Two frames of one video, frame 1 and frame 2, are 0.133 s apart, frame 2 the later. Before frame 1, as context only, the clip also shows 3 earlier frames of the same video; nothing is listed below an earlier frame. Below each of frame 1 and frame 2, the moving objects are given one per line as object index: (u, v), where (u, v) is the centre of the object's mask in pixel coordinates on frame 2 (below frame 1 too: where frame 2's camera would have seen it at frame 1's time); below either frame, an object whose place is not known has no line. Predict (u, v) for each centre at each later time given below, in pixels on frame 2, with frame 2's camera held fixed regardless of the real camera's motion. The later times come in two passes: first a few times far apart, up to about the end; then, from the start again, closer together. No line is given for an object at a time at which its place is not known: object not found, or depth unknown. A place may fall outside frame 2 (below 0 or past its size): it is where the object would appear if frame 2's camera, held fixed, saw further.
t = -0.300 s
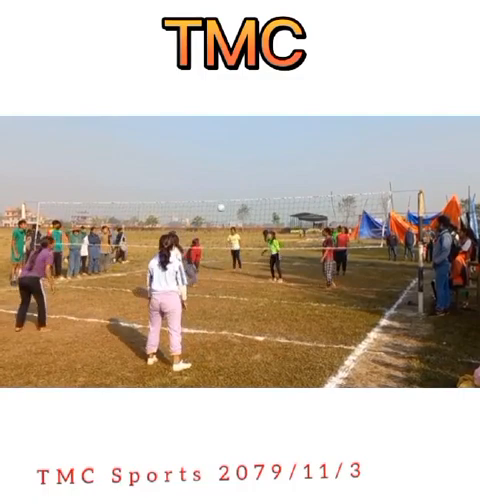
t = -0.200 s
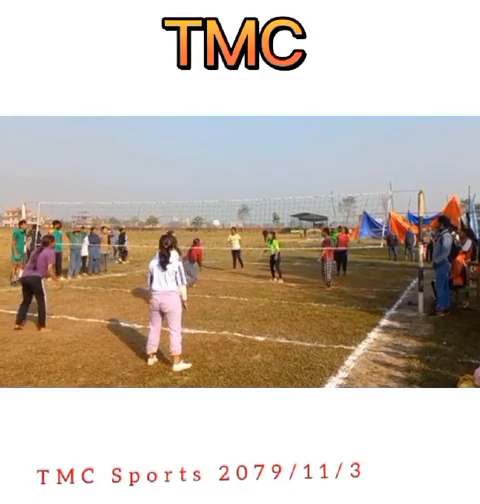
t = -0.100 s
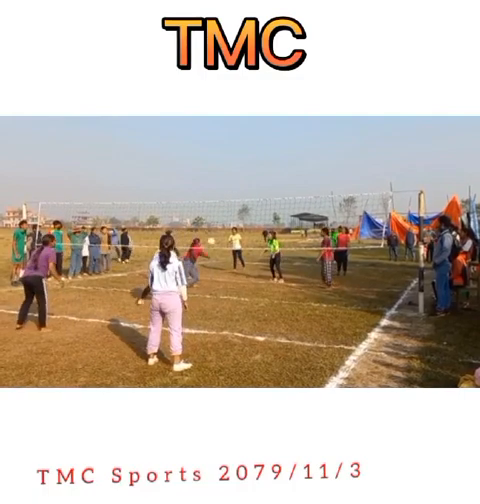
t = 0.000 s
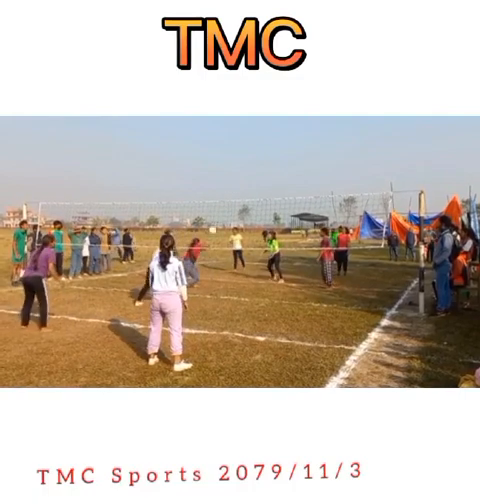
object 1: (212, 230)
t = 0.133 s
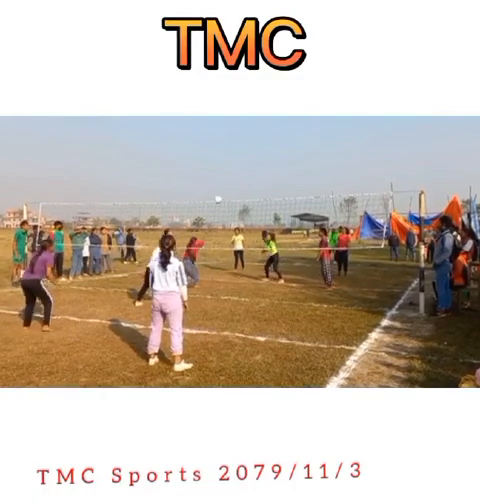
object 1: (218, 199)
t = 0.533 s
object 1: (236, 141)
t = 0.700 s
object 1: (244, 134)
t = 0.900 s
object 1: (254, 140)
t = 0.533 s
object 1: (236, 141)
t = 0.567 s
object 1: (237, 138)
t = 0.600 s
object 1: (239, 136)
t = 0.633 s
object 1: (241, 135)
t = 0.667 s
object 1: (242, 133)
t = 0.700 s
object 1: (244, 134)
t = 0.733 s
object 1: (246, 133)
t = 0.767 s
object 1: (248, 134)
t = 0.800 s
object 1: (249, 135)
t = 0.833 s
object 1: (251, 136)
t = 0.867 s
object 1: (252, 138)
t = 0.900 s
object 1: (254, 140)
